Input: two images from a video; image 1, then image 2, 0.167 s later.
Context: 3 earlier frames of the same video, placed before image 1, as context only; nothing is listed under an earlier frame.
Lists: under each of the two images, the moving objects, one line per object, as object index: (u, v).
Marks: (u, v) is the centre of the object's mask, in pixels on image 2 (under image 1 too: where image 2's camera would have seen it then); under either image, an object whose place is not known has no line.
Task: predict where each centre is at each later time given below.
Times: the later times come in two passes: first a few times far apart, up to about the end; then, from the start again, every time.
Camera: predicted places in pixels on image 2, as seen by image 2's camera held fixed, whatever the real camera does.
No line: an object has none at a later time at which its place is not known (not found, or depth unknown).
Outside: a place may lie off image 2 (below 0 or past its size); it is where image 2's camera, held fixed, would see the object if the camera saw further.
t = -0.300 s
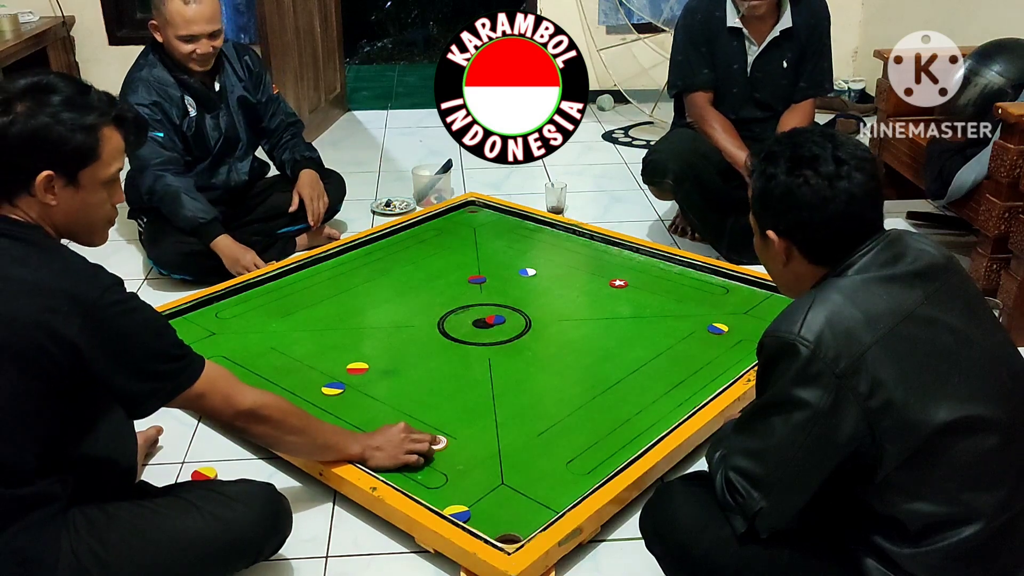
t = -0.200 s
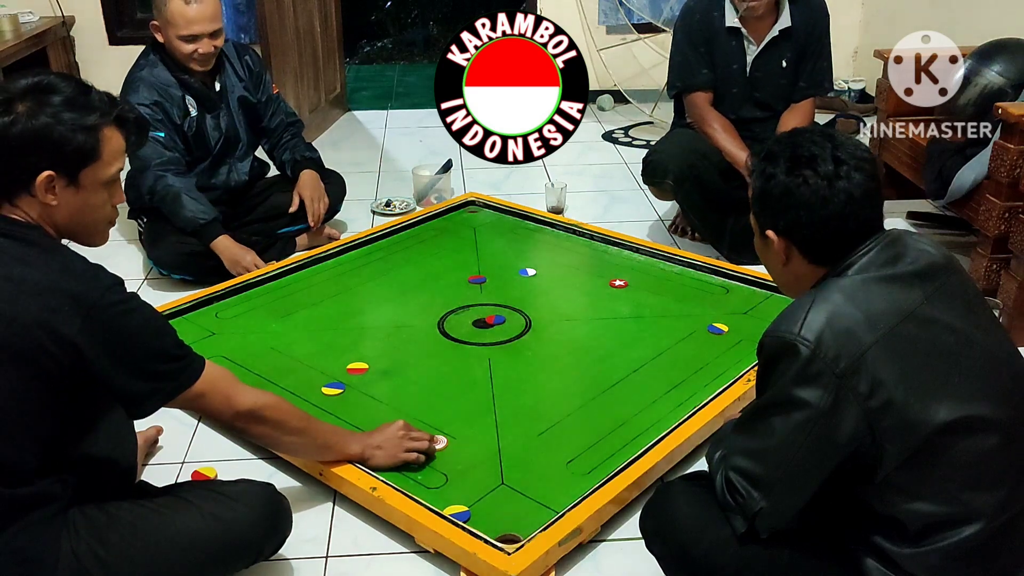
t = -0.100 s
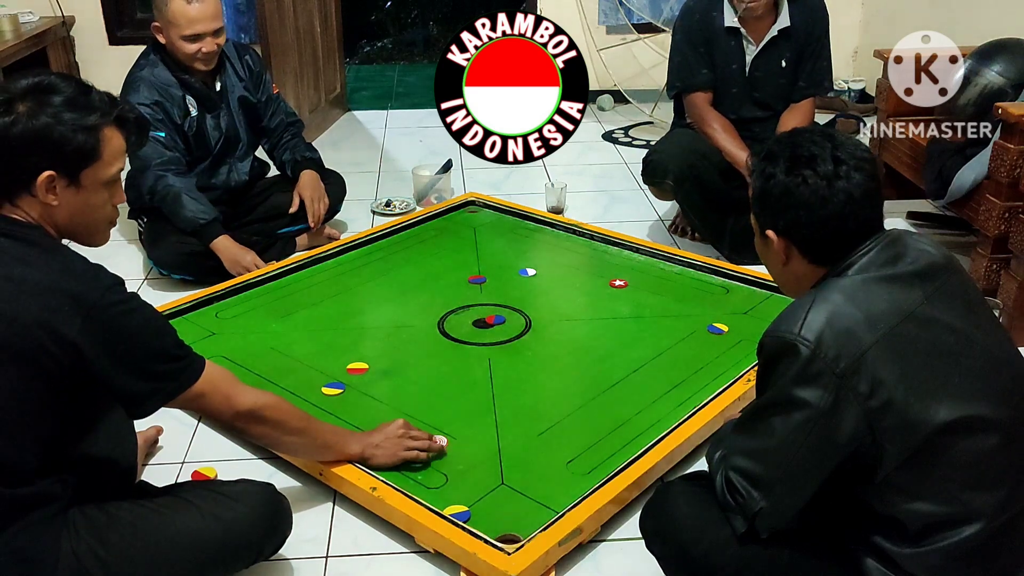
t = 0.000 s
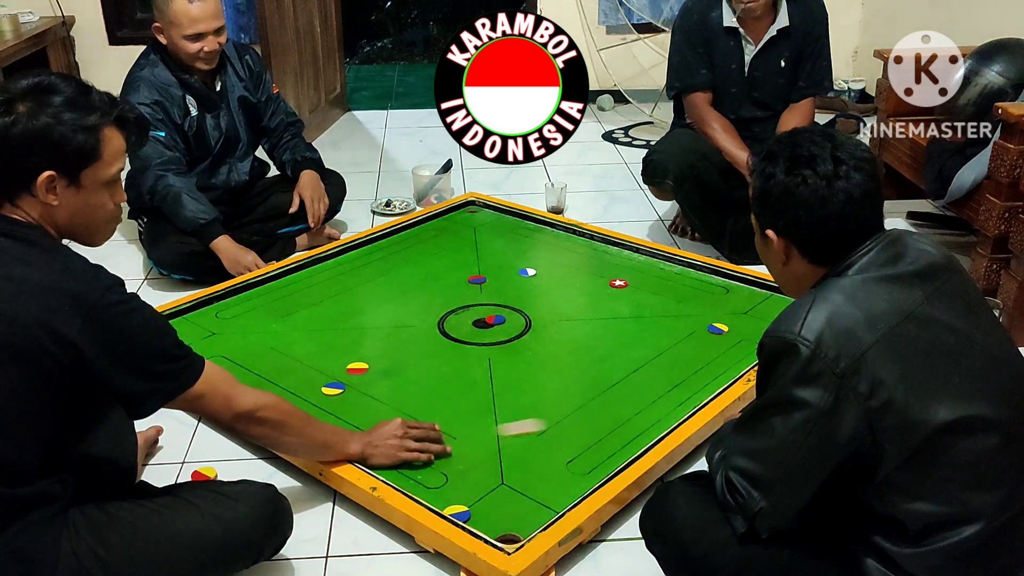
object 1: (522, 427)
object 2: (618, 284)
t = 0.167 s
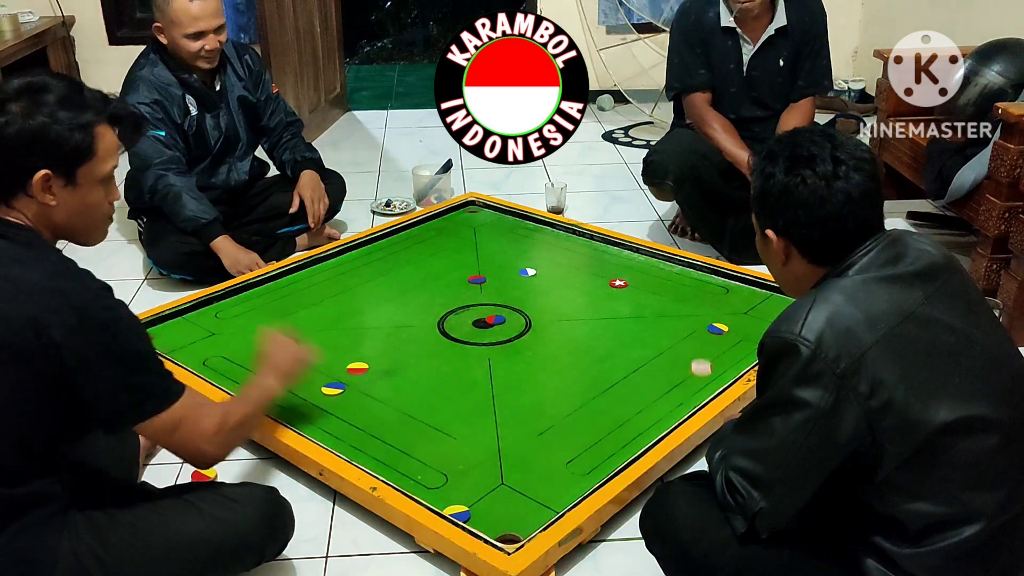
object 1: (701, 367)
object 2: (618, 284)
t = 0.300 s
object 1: (679, 315)
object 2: (618, 284)
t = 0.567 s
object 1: (603, 246)
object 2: (608, 284)
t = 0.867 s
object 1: (449, 228)
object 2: (591, 286)
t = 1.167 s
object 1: (419, 265)
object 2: (578, 288)
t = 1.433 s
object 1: (409, 317)
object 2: (570, 290)
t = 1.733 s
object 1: (397, 391)
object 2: (564, 292)
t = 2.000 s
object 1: (389, 472)
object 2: (562, 293)
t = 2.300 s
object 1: (534, 480)
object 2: (561, 295)
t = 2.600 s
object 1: (592, 442)
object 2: (561, 297)
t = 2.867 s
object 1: (597, 394)
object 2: (561, 297)
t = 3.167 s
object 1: (603, 352)
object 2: (562, 299)
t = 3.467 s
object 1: (607, 318)
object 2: (562, 299)
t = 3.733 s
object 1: (609, 293)
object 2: (562, 299)
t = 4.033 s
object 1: (611, 270)
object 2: (562, 299)
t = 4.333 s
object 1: (613, 250)
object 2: (562, 299)
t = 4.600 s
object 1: (580, 248)
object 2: (562, 299)
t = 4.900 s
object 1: (546, 247)
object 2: (562, 299)
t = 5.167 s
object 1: (519, 247)
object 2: (562, 299)
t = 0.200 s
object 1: (701, 351)
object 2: (618, 283)
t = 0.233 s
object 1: (700, 337)
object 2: (618, 284)
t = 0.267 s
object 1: (691, 325)
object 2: (618, 284)
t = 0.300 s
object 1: (679, 315)
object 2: (618, 284)
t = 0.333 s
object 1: (666, 305)
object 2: (618, 284)
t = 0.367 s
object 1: (655, 296)
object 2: (618, 284)
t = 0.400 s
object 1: (643, 287)
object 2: (618, 284)
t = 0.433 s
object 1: (633, 278)
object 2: (618, 283)
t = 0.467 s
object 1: (625, 270)
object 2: (615, 284)
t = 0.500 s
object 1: (617, 261)
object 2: (613, 284)
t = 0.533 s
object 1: (610, 254)
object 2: (611, 284)
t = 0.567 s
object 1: (603, 246)
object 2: (608, 284)
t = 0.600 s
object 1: (586, 244)
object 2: (606, 285)
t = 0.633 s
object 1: (567, 242)
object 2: (604, 285)
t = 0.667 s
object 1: (549, 239)
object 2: (602, 285)
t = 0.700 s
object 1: (533, 237)
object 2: (600, 285)
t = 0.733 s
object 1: (515, 235)
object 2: (598, 286)
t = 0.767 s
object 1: (498, 233)
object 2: (596, 286)
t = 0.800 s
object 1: (482, 231)
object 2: (595, 286)
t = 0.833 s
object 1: (466, 230)
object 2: (593, 286)
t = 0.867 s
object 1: (449, 228)
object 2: (591, 286)
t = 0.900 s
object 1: (434, 226)
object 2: (590, 287)
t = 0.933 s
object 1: (425, 228)
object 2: (588, 287)
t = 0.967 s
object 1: (424, 233)
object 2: (587, 287)
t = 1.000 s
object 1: (423, 238)
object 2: (585, 287)
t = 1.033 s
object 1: (422, 243)
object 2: (583, 288)
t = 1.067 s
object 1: (421, 249)
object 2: (582, 288)
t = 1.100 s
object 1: (420, 254)
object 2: (581, 288)
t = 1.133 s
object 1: (419, 260)
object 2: (579, 288)
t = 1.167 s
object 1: (419, 265)
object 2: (578, 288)
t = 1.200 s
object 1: (417, 272)
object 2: (577, 289)
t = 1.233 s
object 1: (416, 278)
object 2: (575, 289)
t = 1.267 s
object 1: (415, 284)
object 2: (574, 289)
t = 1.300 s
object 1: (414, 290)
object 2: (573, 289)
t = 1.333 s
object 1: (413, 297)
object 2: (572, 290)
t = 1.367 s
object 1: (412, 303)
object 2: (571, 290)
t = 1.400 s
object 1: (410, 310)
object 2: (570, 290)
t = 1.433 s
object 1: (409, 317)
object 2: (570, 290)
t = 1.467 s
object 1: (408, 324)
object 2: (569, 290)
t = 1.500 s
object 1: (407, 332)
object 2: (568, 291)
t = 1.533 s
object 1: (405, 340)
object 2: (567, 291)
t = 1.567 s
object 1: (404, 348)
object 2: (567, 291)
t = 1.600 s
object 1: (402, 356)
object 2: (566, 291)
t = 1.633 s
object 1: (401, 364)
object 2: (566, 291)
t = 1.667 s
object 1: (400, 372)
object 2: (565, 292)
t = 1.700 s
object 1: (399, 381)
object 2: (565, 292)
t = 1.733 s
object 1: (397, 391)
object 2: (564, 292)
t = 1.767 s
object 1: (395, 400)
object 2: (564, 292)
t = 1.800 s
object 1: (393, 410)
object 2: (564, 292)
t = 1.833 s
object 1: (392, 420)
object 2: (563, 293)
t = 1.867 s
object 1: (391, 430)
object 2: (563, 293)
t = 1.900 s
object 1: (389, 441)
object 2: (563, 293)
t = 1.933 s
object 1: (387, 452)
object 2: (562, 293)
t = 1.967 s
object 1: (385, 464)
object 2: (562, 293)
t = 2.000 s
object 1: (389, 472)
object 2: (562, 293)
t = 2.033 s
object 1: (404, 474)
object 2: (562, 294)
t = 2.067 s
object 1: (420, 475)
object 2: (561, 294)
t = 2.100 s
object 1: (437, 476)
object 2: (561, 294)
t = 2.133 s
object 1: (453, 476)
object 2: (561, 294)
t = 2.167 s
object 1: (469, 477)
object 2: (561, 294)
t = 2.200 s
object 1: (485, 477)
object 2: (561, 294)
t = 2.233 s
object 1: (502, 478)
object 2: (561, 295)
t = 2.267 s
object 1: (519, 479)
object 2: (561, 295)
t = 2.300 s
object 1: (534, 480)
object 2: (561, 295)
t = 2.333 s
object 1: (551, 481)
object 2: (561, 295)
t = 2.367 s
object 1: (566, 482)
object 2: (561, 295)
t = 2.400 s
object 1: (581, 483)
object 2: (561, 295)
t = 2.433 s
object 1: (588, 478)
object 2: (560, 296)
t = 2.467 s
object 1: (590, 470)
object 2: (561, 296)
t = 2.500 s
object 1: (590, 463)
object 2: (561, 296)
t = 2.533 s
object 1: (591, 456)
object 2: (561, 296)
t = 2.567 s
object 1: (592, 449)
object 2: (561, 296)
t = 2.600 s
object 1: (592, 442)
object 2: (561, 297)
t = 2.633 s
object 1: (592, 435)
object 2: (561, 297)
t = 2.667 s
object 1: (593, 429)
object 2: (561, 297)
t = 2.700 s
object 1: (594, 422)
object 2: (561, 297)
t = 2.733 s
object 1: (594, 416)
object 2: (561, 297)
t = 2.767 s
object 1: (595, 410)
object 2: (561, 297)
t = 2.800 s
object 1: (596, 405)
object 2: (561, 297)
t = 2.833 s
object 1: (597, 399)
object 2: (561, 298)
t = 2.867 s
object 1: (597, 394)
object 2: (561, 297)
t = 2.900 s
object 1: (598, 389)
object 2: (561, 297)
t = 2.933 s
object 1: (599, 384)
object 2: (561, 298)
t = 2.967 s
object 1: (599, 379)
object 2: (561, 298)
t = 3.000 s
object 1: (600, 374)
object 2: (561, 298)
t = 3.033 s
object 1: (601, 369)
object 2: (562, 298)
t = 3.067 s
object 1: (602, 365)
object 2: (562, 298)
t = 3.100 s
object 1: (602, 360)
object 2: (562, 298)
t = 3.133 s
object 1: (603, 356)
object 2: (562, 298)
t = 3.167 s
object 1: (603, 352)
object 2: (562, 299)
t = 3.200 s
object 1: (604, 348)
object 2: (562, 299)
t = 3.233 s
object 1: (604, 344)
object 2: (562, 299)
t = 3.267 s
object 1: (605, 340)
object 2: (562, 299)
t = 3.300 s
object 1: (605, 336)
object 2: (562, 299)
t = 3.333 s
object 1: (606, 332)
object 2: (562, 299)
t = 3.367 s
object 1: (606, 329)
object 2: (562, 299)
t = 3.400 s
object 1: (607, 325)
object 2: (562, 299)
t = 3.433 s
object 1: (607, 322)
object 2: (562, 299)
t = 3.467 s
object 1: (607, 318)
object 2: (562, 299)
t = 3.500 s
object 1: (608, 315)
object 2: (562, 299)
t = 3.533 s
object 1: (608, 312)
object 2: (562, 299)
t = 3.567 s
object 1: (608, 308)
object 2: (562, 299)
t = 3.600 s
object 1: (609, 305)
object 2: (562, 299)
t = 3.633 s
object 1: (609, 302)
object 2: (562, 299)
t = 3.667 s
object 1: (609, 299)
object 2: (562, 299)
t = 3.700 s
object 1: (610, 296)
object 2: (562, 299)
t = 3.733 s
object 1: (609, 293)
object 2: (562, 299)
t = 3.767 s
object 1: (610, 290)
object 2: (562, 299)
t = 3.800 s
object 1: (610, 287)
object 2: (562, 299)
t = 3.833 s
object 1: (610, 285)
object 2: (562, 299)
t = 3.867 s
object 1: (610, 282)
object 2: (562, 299)
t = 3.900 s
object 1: (610, 280)
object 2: (562, 299)
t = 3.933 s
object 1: (611, 277)
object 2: (562, 299)
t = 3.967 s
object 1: (611, 275)
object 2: (562, 299)
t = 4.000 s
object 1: (611, 272)
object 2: (562, 299)
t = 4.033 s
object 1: (611, 270)
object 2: (562, 299)
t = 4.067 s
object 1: (611, 267)
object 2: (562, 299)
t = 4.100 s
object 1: (612, 265)
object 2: (562, 299)
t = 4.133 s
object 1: (612, 263)
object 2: (562, 299)
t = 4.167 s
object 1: (612, 261)
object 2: (562, 299)
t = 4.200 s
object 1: (612, 258)
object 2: (562, 299)
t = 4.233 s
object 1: (613, 256)
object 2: (562, 299)
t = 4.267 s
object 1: (613, 254)
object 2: (562, 299)
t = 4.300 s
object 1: (613, 252)
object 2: (562, 299)
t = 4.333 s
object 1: (613, 250)
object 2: (562, 299)
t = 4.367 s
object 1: (609, 249)
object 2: (562, 299)
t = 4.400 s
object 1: (605, 249)
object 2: (562, 299)
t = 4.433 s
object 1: (601, 249)
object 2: (562, 299)
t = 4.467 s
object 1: (597, 249)
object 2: (562, 299)
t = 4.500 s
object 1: (593, 248)
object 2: (562, 299)
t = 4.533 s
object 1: (588, 248)
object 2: (562, 299)
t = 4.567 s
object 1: (584, 248)
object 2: (562, 299)
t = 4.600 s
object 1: (580, 248)
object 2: (562, 299)
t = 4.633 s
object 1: (576, 248)
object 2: (562, 299)
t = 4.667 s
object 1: (572, 248)
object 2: (562, 299)
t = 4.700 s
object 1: (568, 248)
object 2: (562, 299)
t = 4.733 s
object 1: (564, 248)
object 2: (562, 299)
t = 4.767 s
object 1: (560, 248)
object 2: (562, 299)
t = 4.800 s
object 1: (557, 247)
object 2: (562, 299)
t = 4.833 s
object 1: (553, 247)
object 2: (562, 299)
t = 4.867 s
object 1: (549, 247)
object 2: (562, 299)
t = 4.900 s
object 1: (546, 247)
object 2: (562, 299)
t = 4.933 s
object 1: (543, 247)
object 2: (562, 299)
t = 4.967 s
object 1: (539, 247)
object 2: (562, 299)
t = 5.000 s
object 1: (536, 247)
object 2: (562, 299)
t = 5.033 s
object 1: (532, 247)
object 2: (562, 299)
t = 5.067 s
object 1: (529, 247)
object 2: (562, 299)
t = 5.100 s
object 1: (525, 247)
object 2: (562, 299)
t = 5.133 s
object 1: (522, 247)
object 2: (562, 299)
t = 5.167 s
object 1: (519, 247)
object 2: (562, 299)
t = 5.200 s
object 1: (515, 247)
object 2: (562, 299)
